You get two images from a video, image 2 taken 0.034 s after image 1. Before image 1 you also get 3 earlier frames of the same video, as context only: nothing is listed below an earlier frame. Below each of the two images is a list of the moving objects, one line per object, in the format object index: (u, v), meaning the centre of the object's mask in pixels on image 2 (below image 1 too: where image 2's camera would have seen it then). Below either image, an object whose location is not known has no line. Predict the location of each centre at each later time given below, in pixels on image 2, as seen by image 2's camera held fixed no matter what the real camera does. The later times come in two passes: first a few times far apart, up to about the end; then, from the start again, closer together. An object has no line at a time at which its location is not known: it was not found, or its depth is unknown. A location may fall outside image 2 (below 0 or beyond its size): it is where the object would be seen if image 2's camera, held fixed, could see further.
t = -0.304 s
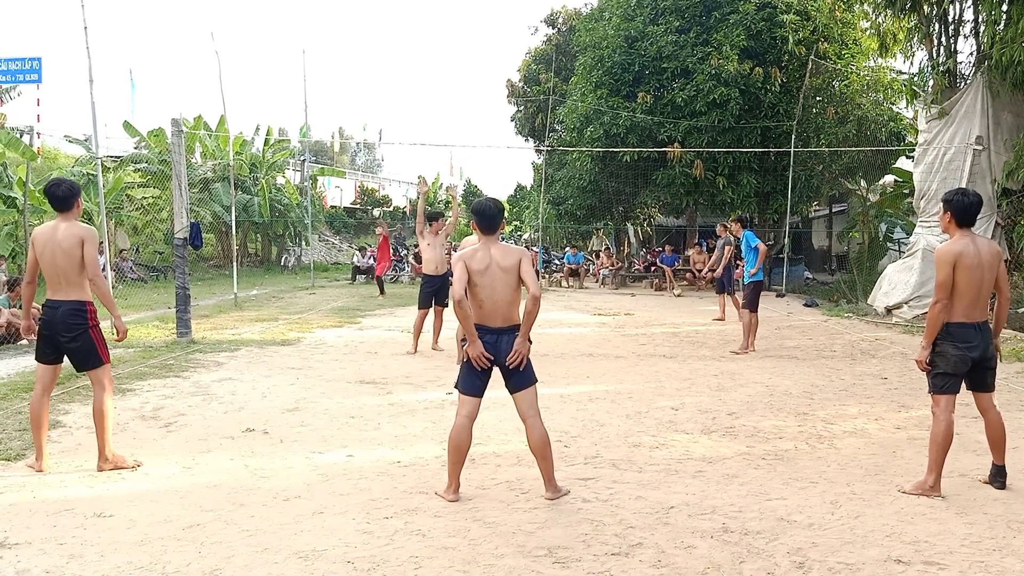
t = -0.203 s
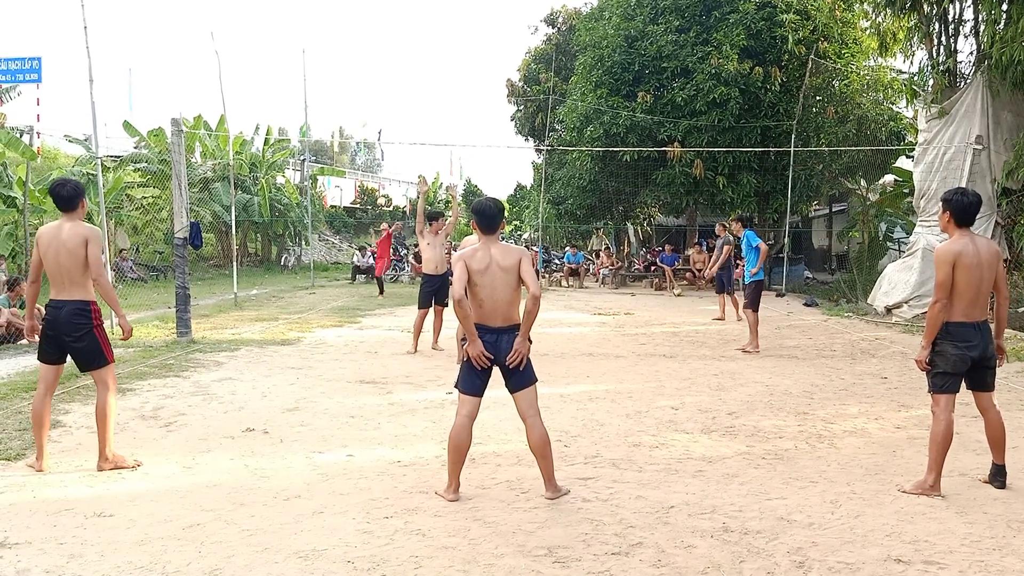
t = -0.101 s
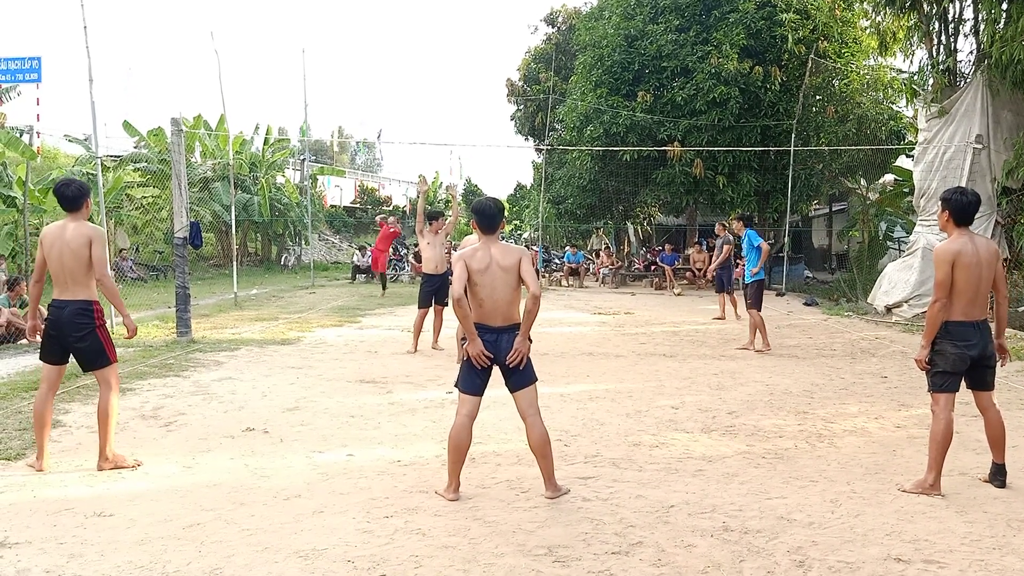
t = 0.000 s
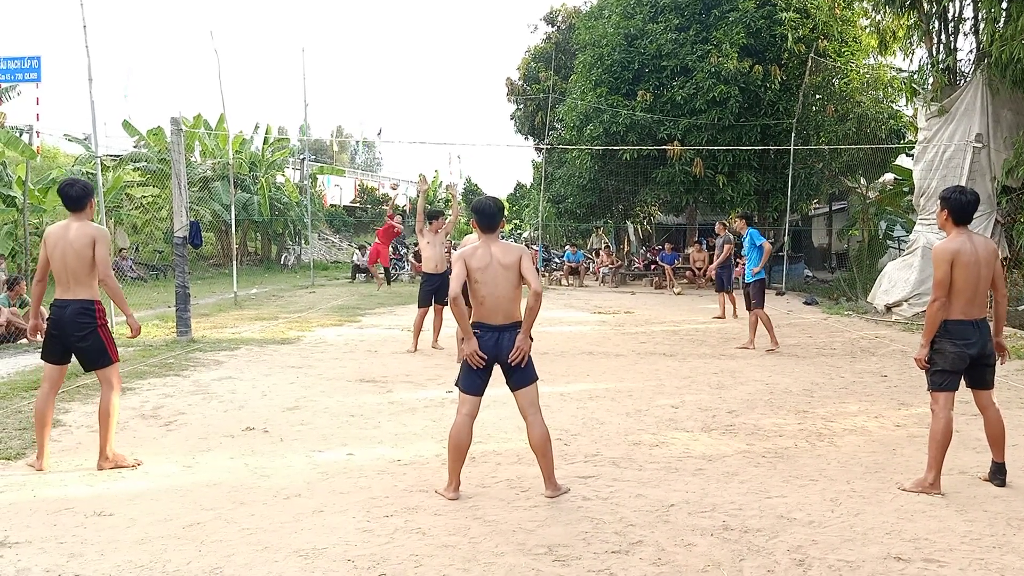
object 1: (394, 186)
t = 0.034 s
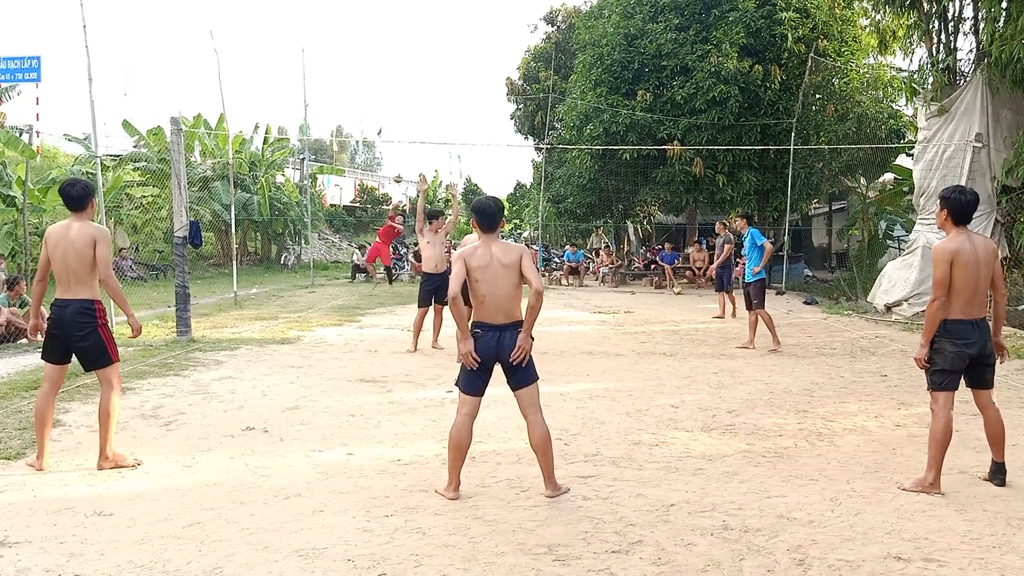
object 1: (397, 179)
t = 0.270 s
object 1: (429, 137)
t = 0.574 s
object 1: (496, 112)
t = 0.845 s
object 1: (603, 154)
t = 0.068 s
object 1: (401, 172)
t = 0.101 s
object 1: (405, 166)
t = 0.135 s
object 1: (409, 159)
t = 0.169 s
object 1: (414, 153)
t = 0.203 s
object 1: (418, 147)
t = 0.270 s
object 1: (429, 137)
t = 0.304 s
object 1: (435, 132)
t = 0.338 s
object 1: (441, 127)
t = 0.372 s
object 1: (447, 123)
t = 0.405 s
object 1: (454, 118)
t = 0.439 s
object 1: (462, 116)
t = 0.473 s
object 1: (470, 114)
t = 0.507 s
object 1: (478, 113)
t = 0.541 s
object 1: (487, 113)
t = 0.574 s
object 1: (496, 112)
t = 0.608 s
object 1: (507, 114)
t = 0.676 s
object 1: (528, 116)
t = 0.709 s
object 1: (541, 120)
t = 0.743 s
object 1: (554, 125)
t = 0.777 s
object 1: (569, 133)
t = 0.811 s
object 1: (585, 142)
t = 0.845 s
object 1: (603, 154)
